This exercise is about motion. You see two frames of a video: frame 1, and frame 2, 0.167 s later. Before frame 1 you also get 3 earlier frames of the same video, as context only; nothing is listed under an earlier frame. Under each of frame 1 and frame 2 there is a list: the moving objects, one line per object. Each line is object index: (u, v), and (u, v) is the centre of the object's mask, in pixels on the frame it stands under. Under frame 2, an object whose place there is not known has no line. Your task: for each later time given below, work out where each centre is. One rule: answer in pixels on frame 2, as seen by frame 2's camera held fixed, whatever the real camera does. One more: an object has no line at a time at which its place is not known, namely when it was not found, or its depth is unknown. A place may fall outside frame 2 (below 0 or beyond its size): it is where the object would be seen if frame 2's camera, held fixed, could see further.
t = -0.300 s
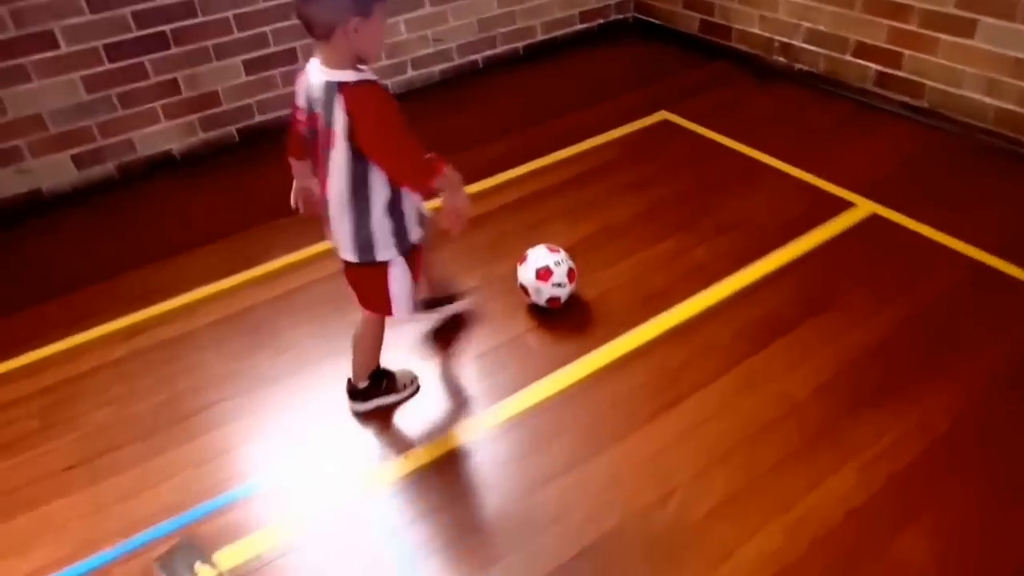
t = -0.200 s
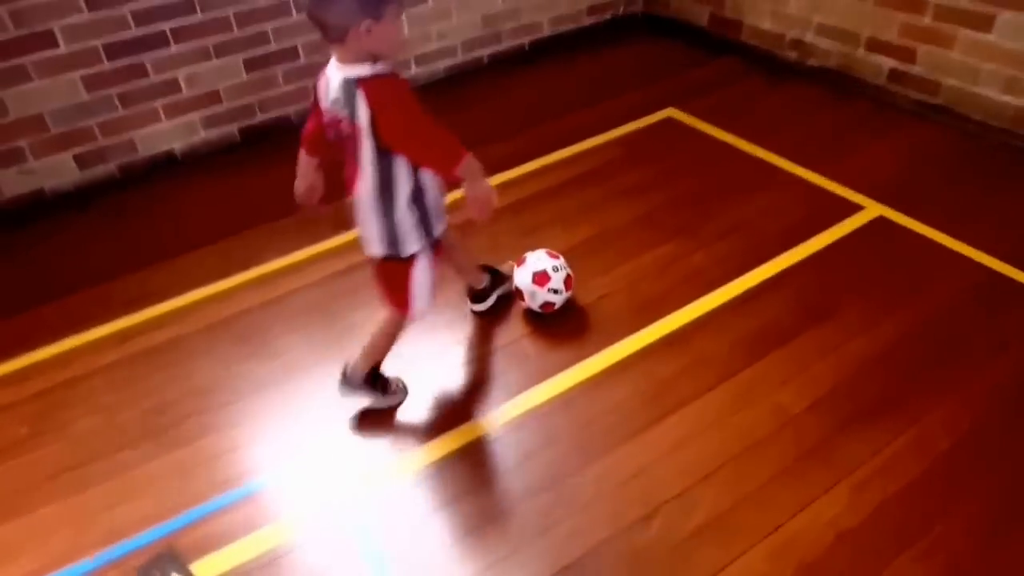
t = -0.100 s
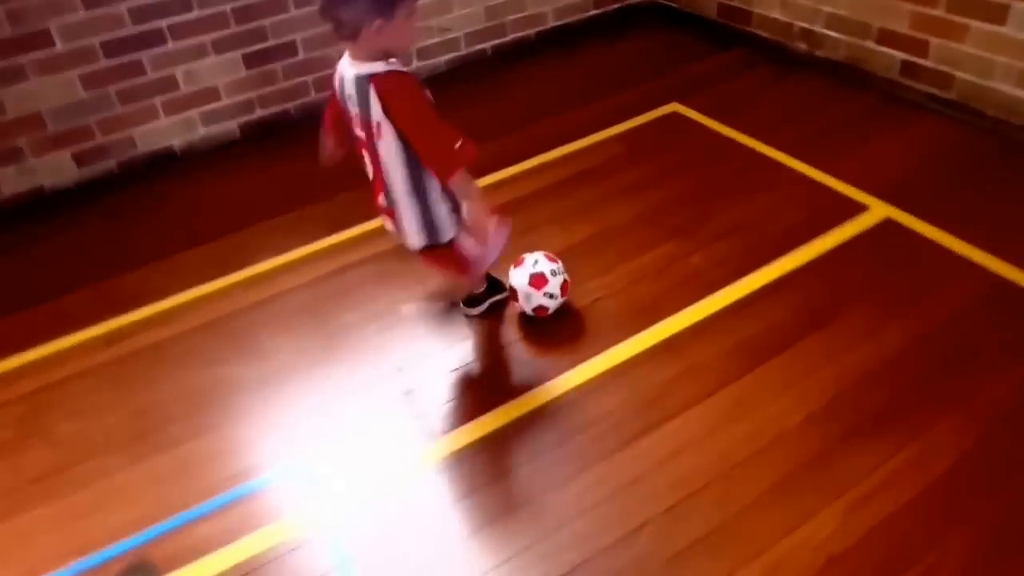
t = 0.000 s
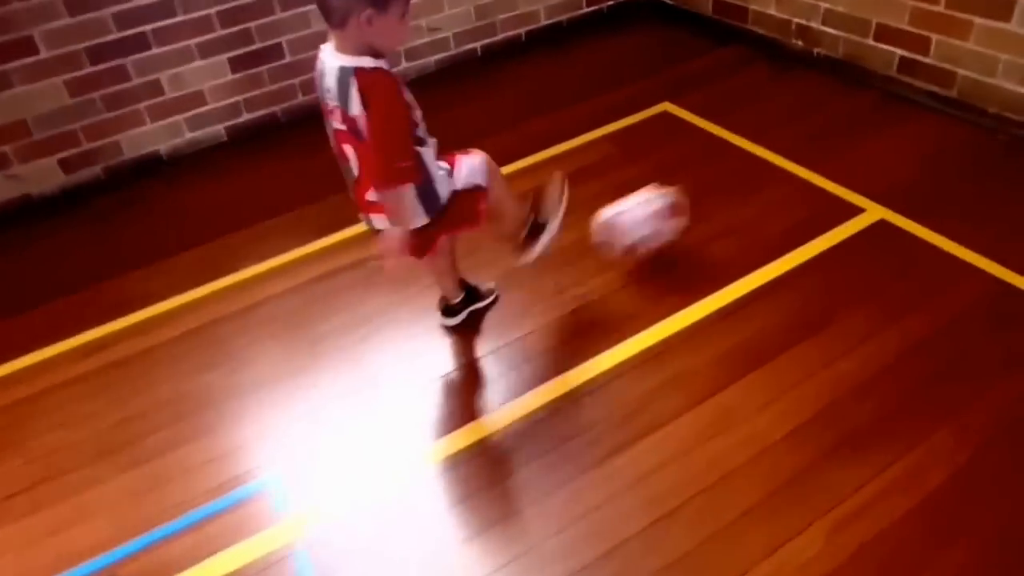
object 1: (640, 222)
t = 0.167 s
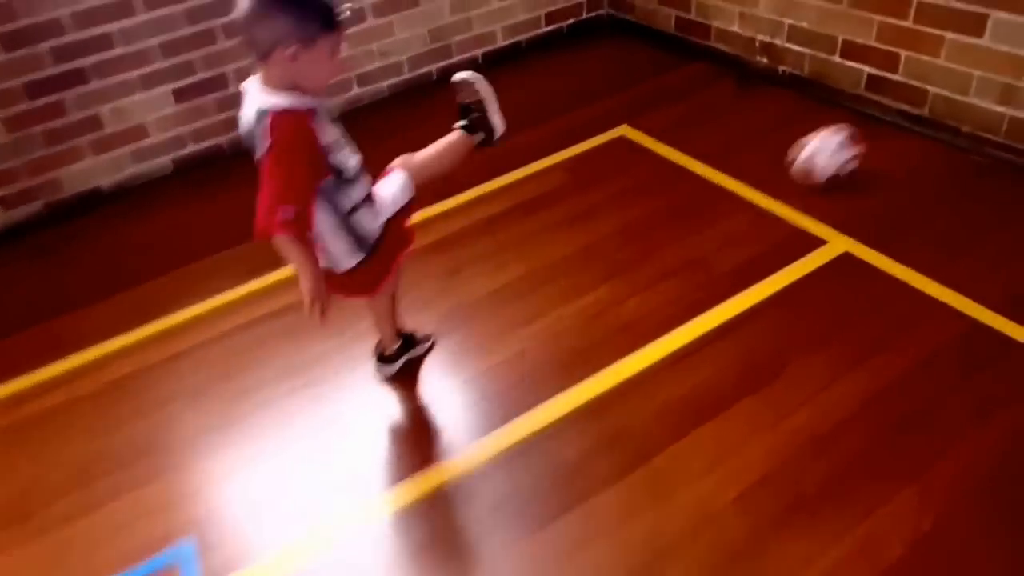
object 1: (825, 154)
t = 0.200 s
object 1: (859, 134)
